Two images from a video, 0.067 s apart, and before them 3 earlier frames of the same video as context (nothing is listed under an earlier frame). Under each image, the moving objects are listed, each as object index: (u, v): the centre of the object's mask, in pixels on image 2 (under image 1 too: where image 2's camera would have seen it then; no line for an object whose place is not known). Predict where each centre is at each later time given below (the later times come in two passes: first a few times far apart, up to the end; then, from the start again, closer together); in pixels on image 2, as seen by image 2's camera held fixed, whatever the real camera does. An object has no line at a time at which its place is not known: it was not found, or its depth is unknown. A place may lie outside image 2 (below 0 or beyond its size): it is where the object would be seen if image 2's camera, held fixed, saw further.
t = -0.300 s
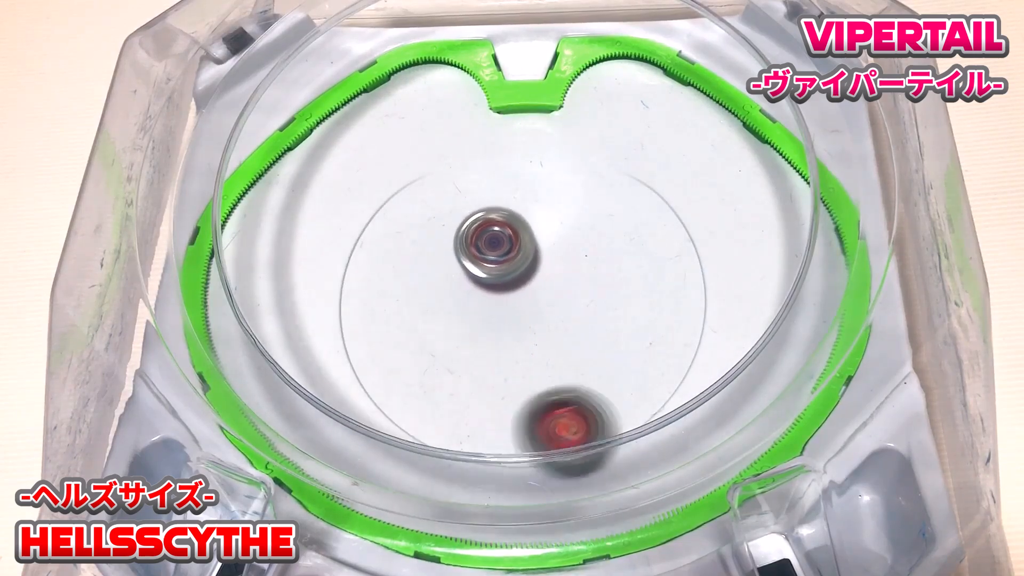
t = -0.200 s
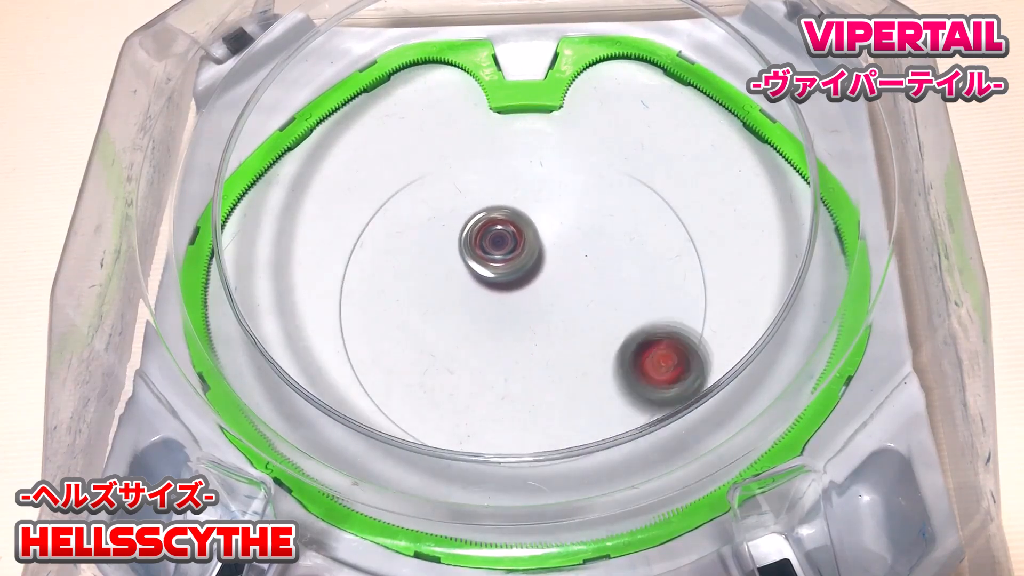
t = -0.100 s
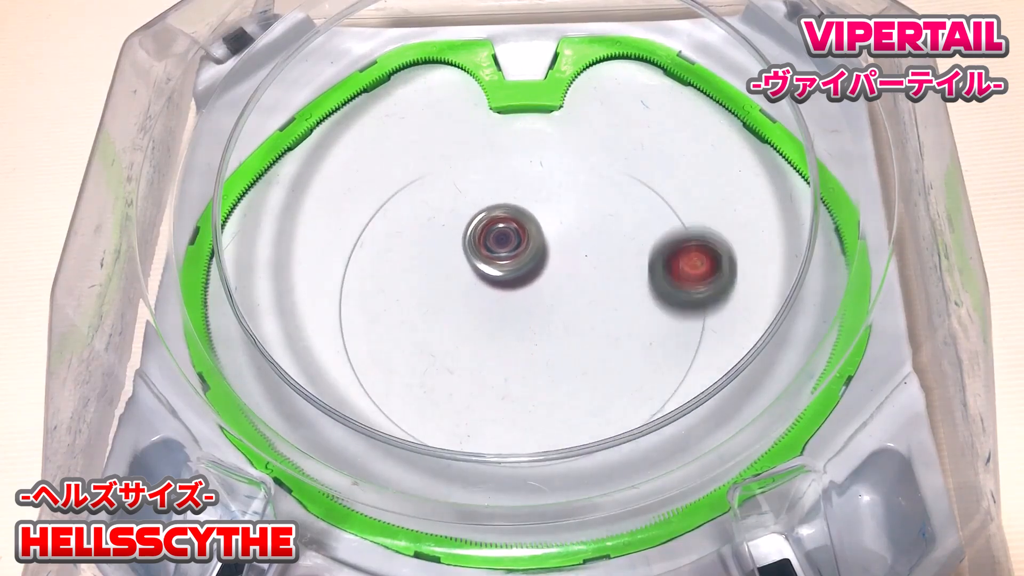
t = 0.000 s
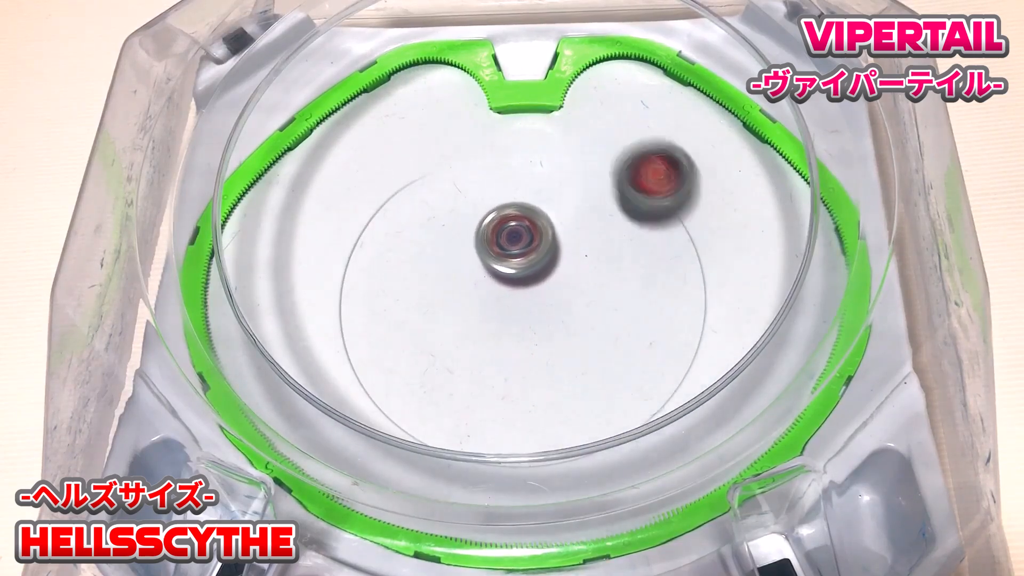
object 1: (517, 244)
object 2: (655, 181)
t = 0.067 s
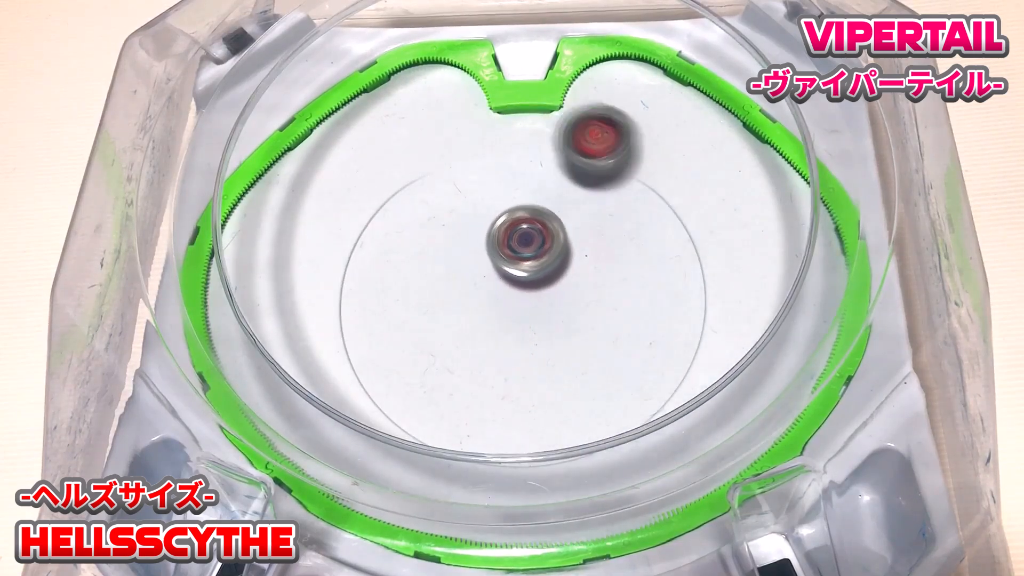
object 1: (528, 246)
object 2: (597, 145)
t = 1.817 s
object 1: (494, 304)
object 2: (286, 353)
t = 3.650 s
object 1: (519, 284)
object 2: (508, 421)
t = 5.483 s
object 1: (516, 288)
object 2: (431, 376)
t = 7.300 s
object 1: (523, 289)
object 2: (576, 199)
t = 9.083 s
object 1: (521, 283)
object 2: (467, 364)
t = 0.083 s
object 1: (530, 247)
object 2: (581, 139)
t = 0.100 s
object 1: (532, 249)
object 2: (565, 134)
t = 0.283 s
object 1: (537, 260)
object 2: (396, 156)
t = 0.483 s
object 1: (548, 266)
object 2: (323, 305)
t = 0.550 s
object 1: (556, 271)
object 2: (341, 362)
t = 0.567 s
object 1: (557, 273)
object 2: (350, 374)
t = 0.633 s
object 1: (559, 277)
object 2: (396, 422)
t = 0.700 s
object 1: (559, 282)
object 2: (464, 453)
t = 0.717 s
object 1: (558, 284)
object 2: (483, 454)
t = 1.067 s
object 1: (544, 310)
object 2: (729, 259)
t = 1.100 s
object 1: (542, 313)
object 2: (722, 231)
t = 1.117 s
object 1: (540, 315)
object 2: (717, 218)
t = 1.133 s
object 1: (539, 316)
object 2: (711, 206)
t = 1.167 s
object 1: (536, 319)
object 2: (695, 182)
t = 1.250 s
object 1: (527, 323)
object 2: (643, 134)
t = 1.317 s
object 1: (521, 323)
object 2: (593, 107)
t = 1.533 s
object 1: (510, 317)
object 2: (392, 137)
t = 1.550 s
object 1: (509, 317)
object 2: (381, 145)
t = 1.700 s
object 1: (503, 311)
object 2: (297, 251)
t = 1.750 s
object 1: (499, 308)
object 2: (285, 293)
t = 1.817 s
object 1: (494, 304)
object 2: (286, 353)
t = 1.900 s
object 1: (490, 299)
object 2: (314, 425)
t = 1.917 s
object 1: (489, 298)
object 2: (330, 434)
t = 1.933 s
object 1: (488, 297)
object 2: (334, 455)
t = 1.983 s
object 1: (487, 294)
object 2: (378, 483)
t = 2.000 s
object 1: (486, 293)
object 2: (394, 492)
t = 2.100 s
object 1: (486, 287)
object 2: (507, 516)
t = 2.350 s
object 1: (496, 276)
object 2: (736, 379)
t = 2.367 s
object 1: (499, 274)
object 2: (748, 317)
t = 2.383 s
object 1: (502, 272)
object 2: (742, 259)
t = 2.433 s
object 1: (515, 269)
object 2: (636, 126)
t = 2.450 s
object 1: (519, 269)
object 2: (585, 99)
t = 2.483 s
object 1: (526, 270)
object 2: (479, 158)
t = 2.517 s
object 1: (530, 275)
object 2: (386, 247)
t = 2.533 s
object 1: (529, 276)
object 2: (373, 304)
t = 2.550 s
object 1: (532, 276)
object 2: (391, 362)
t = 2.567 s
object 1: (536, 279)
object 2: (437, 407)
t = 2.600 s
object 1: (536, 288)
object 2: (574, 417)
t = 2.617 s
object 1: (535, 290)
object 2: (636, 389)
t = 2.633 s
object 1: (534, 293)
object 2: (673, 339)
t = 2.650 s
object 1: (532, 295)
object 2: (681, 281)
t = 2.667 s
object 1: (530, 295)
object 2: (662, 226)
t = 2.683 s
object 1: (528, 293)
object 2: (622, 183)
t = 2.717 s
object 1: (528, 296)
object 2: (503, 151)
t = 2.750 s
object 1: (522, 297)
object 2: (389, 197)
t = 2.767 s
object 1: (521, 298)
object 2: (354, 244)
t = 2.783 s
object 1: (518, 300)
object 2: (347, 302)
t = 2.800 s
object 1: (512, 302)
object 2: (366, 360)
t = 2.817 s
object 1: (505, 302)
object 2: (411, 405)
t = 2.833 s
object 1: (501, 298)
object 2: (474, 432)
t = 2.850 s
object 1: (501, 295)
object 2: (548, 433)
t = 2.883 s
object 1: (502, 291)
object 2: (659, 358)
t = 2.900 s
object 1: (503, 287)
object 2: (680, 301)
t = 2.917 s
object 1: (506, 283)
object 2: (675, 244)
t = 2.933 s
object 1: (509, 281)
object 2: (648, 196)
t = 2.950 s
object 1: (510, 281)
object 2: (603, 159)
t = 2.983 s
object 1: (512, 278)
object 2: (488, 139)
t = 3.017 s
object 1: (518, 278)
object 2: (384, 196)
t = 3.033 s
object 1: (518, 278)
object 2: (354, 247)
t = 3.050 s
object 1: (519, 276)
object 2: (348, 304)
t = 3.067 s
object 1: (522, 274)
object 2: (367, 361)
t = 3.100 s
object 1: (530, 276)
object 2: (472, 434)
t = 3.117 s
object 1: (531, 280)
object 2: (545, 436)
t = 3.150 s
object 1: (530, 284)
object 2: (662, 371)
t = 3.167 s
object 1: (531, 286)
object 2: (690, 317)
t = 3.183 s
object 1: (532, 290)
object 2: (691, 260)
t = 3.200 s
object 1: (530, 293)
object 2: (668, 210)
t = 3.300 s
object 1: (522, 295)
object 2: (368, 226)
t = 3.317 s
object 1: (518, 295)
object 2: (348, 278)
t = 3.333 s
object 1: (516, 294)
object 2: (356, 334)
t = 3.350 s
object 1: (515, 293)
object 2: (389, 388)
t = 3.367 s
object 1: (516, 293)
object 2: (441, 423)
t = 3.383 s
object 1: (517, 294)
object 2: (508, 437)
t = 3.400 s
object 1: (514, 296)
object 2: (577, 426)
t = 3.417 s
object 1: (511, 296)
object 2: (632, 390)
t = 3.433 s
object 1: (508, 295)
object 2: (668, 342)
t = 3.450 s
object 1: (507, 292)
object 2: (677, 288)
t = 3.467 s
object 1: (509, 289)
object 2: (663, 234)
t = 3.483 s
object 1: (511, 288)
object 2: (628, 191)
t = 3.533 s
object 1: (508, 288)
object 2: (466, 161)
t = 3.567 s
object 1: (509, 282)
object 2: (378, 228)
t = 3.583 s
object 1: (511, 279)
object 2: (360, 278)
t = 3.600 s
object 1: (514, 279)
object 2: (364, 333)
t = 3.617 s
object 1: (517, 280)
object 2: (394, 381)
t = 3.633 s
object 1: (519, 282)
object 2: (445, 413)
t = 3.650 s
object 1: (519, 284)
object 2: (508, 421)
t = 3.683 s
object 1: (521, 283)
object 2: (625, 382)
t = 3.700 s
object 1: (524, 282)
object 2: (657, 335)
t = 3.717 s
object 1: (527, 281)
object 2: (666, 283)
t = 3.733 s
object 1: (529, 283)
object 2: (652, 233)
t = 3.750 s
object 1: (530, 286)
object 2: (618, 194)
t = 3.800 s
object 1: (523, 293)
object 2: (466, 174)
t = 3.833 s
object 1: (523, 292)
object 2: (390, 243)
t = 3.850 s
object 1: (524, 291)
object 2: (378, 292)
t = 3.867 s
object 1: (527, 292)
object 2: (390, 343)
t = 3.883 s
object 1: (528, 294)
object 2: (424, 385)
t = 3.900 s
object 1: (527, 296)
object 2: (475, 410)
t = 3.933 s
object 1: (521, 296)
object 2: (593, 398)
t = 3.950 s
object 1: (518, 295)
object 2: (637, 361)
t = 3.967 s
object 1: (515, 292)
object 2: (658, 313)
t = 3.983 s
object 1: (513, 289)
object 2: (657, 263)
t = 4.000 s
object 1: (513, 286)
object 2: (634, 219)
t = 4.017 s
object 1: (515, 286)
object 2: (594, 187)
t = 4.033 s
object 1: (516, 287)
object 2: (546, 171)
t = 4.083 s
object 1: (514, 286)
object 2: (406, 219)
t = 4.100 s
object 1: (514, 286)
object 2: (382, 262)
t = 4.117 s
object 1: (513, 286)
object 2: (377, 311)
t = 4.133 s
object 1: (514, 285)
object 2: (396, 359)
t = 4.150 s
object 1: (515, 284)
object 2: (436, 396)
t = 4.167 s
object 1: (518, 284)
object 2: (492, 413)
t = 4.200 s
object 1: (522, 285)
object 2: (604, 386)
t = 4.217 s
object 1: (524, 285)
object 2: (641, 346)
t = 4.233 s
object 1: (526, 286)
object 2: (656, 297)
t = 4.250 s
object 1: (527, 286)
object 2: (649, 249)
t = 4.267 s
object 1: (527, 288)
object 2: (622, 208)
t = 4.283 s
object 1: (526, 289)
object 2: (582, 181)
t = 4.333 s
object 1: (522, 293)
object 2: (437, 192)
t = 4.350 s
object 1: (520, 293)
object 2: (401, 225)
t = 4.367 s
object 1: (520, 293)
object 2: (382, 270)
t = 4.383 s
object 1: (520, 293)
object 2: (383, 319)
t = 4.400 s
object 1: (521, 292)
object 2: (407, 365)
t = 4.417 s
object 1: (521, 293)
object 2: (450, 397)
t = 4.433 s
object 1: (521, 293)
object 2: (505, 411)
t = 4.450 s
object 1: (521, 293)
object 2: (564, 405)
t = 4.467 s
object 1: (521, 292)
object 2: (613, 380)
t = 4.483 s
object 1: (520, 292)
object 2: (647, 339)
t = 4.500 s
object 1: (519, 292)
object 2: (659, 291)
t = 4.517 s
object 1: (517, 291)
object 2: (649, 245)
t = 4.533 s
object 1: (514, 290)
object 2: (619, 207)
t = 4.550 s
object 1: (512, 289)
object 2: (578, 182)
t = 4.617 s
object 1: (512, 283)
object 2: (402, 234)
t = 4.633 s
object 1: (513, 282)
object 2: (384, 278)
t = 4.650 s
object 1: (514, 281)
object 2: (386, 325)
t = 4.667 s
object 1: (516, 281)
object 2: (410, 369)
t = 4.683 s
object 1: (518, 282)
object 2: (452, 400)
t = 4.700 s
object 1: (520, 283)
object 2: (507, 412)
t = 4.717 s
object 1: (522, 284)
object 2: (563, 404)
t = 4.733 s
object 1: (523, 285)
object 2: (611, 377)
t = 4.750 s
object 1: (524, 285)
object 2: (641, 337)
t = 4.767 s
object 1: (524, 285)
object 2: (652, 291)
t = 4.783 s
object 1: (524, 285)
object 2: (642, 245)
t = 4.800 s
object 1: (524, 286)
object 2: (614, 208)
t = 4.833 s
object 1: (523, 287)
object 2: (529, 172)
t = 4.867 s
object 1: (522, 288)
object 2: (437, 196)
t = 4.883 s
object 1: (521, 288)
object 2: (404, 228)
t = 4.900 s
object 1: (520, 288)
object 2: (385, 270)
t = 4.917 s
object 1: (520, 288)
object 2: (386, 316)
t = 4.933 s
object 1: (518, 288)
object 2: (409, 359)
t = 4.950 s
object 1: (517, 288)
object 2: (449, 390)
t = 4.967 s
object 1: (515, 289)
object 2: (503, 405)
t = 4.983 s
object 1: (513, 289)
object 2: (558, 400)
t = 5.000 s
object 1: (512, 289)
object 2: (606, 376)
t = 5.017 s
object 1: (511, 289)
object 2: (639, 338)
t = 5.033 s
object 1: (510, 290)
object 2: (653, 293)
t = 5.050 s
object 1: (510, 290)
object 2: (645, 249)
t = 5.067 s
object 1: (510, 290)
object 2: (620, 211)
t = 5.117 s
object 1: (512, 290)
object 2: (490, 178)
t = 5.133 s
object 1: (513, 289)
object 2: (446, 197)
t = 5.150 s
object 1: (514, 289)
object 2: (412, 228)
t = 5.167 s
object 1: (515, 288)
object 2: (392, 269)
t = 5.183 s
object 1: (515, 287)
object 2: (390, 314)
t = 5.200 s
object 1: (516, 287)
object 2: (408, 357)
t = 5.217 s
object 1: (517, 287)
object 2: (445, 389)
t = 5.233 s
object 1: (518, 287)
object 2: (495, 407)
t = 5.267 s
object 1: (521, 287)
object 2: (598, 384)
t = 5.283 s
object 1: (522, 287)
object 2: (632, 348)
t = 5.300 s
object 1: (523, 287)
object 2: (647, 304)
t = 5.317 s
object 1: (523, 287)
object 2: (644, 260)
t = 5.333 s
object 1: (522, 286)
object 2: (622, 221)
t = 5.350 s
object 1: (523, 284)
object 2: (587, 194)
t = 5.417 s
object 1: (521, 286)
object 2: (417, 218)
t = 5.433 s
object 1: (520, 287)
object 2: (393, 255)
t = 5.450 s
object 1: (519, 287)
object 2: (386, 298)
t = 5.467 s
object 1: (518, 288)
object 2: (399, 341)
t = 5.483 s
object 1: (516, 288)
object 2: (431, 376)
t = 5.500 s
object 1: (515, 288)
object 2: (477, 398)
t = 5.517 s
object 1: (514, 289)
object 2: (530, 402)
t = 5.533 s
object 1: (513, 289)
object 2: (581, 387)
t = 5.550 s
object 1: (512, 289)
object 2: (620, 357)
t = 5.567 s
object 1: (512, 289)
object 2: (643, 316)
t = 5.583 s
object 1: (512, 289)
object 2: (647, 273)
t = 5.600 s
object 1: (512, 289)
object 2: (634, 233)
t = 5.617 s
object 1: (512, 289)
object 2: (604, 201)
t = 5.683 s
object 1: (515, 288)
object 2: (435, 206)
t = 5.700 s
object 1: (516, 288)
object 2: (407, 240)
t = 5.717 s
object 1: (517, 288)
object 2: (393, 281)
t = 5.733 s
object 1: (519, 288)
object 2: (397, 324)
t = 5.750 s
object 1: (521, 288)
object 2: (420, 364)
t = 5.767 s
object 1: (522, 288)
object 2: (458, 392)
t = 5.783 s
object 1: (523, 288)
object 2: (508, 404)
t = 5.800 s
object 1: (524, 288)
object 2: (559, 398)
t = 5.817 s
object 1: (524, 287)
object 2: (604, 375)
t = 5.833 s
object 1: (524, 287)
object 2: (634, 339)
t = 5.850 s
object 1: (525, 287)
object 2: (646, 297)
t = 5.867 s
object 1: (524, 287)
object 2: (639, 256)
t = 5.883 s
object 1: (524, 287)
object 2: (618, 220)
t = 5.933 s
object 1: (522, 287)
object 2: (496, 182)
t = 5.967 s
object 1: (519, 287)
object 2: (418, 222)
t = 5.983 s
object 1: (518, 287)
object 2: (396, 258)
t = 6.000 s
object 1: (516, 287)
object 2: (389, 298)
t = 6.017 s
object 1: (514, 287)
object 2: (402, 340)
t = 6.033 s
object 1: (513, 287)
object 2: (432, 374)
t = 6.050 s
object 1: (512, 288)
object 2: (476, 395)
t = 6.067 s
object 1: (511, 288)
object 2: (527, 399)
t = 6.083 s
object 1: (511, 288)
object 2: (576, 385)
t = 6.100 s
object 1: (511, 288)
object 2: (614, 357)
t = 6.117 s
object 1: (511, 288)
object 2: (637, 318)
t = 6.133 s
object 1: (511, 289)
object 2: (643, 277)
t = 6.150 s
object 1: (511, 289)
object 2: (632, 238)
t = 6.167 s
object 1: (512, 289)
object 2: (606, 206)
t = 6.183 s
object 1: (513, 289)
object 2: (569, 185)
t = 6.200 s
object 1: (514, 289)
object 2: (526, 178)
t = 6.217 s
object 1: (515, 289)
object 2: (482, 183)
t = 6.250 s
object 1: (517, 289)
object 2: (413, 233)
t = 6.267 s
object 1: (518, 289)
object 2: (397, 272)
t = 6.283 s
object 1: (519, 290)
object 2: (397, 314)
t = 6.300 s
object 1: (520, 290)
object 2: (415, 353)
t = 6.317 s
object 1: (520, 290)
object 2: (448, 383)
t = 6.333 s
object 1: (521, 291)
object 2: (494, 399)
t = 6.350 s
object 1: (521, 291)
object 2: (544, 399)
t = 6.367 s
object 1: (521, 292)
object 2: (589, 382)
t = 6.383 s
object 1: (521, 292)
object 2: (624, 351)
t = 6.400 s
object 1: (521, 292)
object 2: (641, 312)
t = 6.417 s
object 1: (521, 293)
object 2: (642, 271)
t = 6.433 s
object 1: (521, 292)
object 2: (626, 234)
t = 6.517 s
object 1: (519, 291)
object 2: (435, 210)
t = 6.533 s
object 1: (519, 291)
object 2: (407, 241)
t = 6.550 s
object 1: (518, 290)
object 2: (393, 279)
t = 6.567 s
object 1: (517, 289)
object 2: (395, 319)
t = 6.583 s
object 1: (517, 288)
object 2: (416, 356)
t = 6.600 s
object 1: (516, 287)
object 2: (451, 383)
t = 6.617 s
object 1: (516, 287)
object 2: (498, 397)
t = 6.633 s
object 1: (516, 286)
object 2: (547, 393)
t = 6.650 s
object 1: (516, 286)
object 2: (591, 373)
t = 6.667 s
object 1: (516, 286)
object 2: (622, 341)
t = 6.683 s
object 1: (516, 286)
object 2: (638, 303)
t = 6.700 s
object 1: (516, 286)
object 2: (638, 264)
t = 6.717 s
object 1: (517, 286)
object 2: (622, 228)
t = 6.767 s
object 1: (521, 287)
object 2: (513, 181)
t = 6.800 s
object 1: (524, 287)
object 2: (437, 213)
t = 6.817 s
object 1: (525, 286)
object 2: (412, 245)
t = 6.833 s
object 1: (525, 286)
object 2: (400, 283)
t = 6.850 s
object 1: (525, 285)
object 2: (405, 322)
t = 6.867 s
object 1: (525, 284)
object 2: (426, 358)
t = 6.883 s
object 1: (524, 284)
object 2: (462, 384)
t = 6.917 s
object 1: (521, 284)
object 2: (554, 392)
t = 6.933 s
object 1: (519, 284)
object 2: (596, 372)
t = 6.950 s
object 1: (518, 286)
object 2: (624, 339)
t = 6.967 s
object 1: (517, 286)
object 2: (637, 301)
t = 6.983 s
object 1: (515, 287)
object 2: (633, 263)
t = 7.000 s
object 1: (513, 287)
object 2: (614, 229)
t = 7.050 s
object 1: (511, 289)
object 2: (504, 189)
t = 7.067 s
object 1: (511, 290)
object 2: (465, 200)
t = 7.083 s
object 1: (511, 290)
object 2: (431, 222)
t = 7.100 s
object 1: (511, 290)
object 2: (408, 254)
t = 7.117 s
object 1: (512, 291)
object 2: (399, 290)
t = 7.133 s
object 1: (513, 291)
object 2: (407, 328)
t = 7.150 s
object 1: (514, 291)
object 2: (431, 361)
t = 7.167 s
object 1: (516, 291)
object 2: (468, 383)
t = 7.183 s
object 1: (517, 291)
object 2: (514, 391)
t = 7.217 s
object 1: (519, 291)
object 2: (597, 359)
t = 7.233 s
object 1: (520, 290)
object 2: (623, 327)
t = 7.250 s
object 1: (521, 290)
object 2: (633, 290)
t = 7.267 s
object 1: (522, 290)
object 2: (627, 253)
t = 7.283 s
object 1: (523, 289)
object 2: (607, 221)
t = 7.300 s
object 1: (523, 289)
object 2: (576, 199)
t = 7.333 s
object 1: (524, 288)
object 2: (498, 190)
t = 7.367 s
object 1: (524, 286)
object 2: (430, 230)
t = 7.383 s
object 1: (523, 285)
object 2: (412, 264)
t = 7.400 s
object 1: (523, 284)
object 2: (407, 301)
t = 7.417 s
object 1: (521, 284)
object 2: (418, 337)
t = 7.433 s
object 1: (520, 284)
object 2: (445, 368)
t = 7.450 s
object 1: (518, 284)
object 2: (483, 387)
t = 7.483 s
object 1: (516, 285)
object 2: (571, 380)
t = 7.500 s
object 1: (515, 286)
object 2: (606, 355)
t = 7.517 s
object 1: (514, 286)
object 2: (626, 321)
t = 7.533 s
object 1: (512, 287)
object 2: (631, 283)
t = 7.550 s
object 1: (512, 288)
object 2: (620, 248)
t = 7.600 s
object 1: (513, 291)
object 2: (524, 193)
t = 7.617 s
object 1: (514, 292)
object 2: (485, 197)
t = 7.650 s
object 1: (517, 292)
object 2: (422, 239)
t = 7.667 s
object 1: (519, 292)
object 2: (406, 272)
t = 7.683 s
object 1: (520, 292)
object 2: (406, 309)
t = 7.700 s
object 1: (521, 292)
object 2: (422, 343)
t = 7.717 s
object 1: (521, 291)
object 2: (452, 370)
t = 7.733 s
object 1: (522, 291)
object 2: (493, 384)
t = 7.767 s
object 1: (522, 290)
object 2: (577, 368)
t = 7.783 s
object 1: (522, 290)
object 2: (608, 341)
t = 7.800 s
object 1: (522, 289)
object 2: (625, 307)
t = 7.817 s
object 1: (522, 289)
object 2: (627, 271)
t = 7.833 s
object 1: (522, 288)
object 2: (615, 238)
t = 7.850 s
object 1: (523, 288)
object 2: (590, 213)
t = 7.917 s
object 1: (521, 284)
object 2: (448, 221)
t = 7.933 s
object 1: (520, 284)
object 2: (424, 249)
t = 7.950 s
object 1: (519, 284)
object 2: (413, 283)
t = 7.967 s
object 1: (518, 284)
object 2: (416, 318)
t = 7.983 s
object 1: (518, 284)
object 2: (434, 351)
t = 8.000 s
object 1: (517, 285)
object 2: (466, 374)
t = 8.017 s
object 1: (517, 285)
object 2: (506, 385)
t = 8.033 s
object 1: (517, 286)
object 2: (548, 381)
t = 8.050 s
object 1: (517, 286)
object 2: (585, 363)
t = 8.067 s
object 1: (517, 287)
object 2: (611, 334)
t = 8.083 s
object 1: (517, 287)
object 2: (622, 299)
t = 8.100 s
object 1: (517, 288)
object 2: (618, 264)
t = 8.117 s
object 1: (517, 289)
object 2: (601, 234)
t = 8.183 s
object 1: (517, 291)
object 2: (464, 211)
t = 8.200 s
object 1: (517, 291)
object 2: (435, 233)
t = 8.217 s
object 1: (517, 291)
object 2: (417, 263)
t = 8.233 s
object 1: (517, 292)
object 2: (412, 297)
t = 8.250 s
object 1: (517, 292)
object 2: (423, 330)
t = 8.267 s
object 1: (517, 292)
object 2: (448, 358)
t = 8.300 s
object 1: (517, 292)
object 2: (526, 378)
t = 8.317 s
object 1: (517, 292)
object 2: (566, 367)
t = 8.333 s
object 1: (517, 291)
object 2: (597, 343)
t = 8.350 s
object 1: (517, 291)
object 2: (616, 312)
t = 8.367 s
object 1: (517, 290)
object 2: (621, 278)
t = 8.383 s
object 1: (518, 289)
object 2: (610, 246)
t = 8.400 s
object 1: (518, 289)
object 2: (587, 221)
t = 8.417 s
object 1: (518, 288)
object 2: (555, 205)
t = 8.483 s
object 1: (520, 287)
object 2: (429, 255)
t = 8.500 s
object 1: (521, 287)
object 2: (419, 288)
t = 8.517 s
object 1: (523, 286)
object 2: (424, 321)
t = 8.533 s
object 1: (523, 285)
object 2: (443, 351)
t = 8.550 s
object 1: (523, 284)
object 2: (474, 372)
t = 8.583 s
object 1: (521, 283)
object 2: (552, 373)
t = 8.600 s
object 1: (520, 283)
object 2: (585, 352)
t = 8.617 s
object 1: (520, 284)
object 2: (607, 323)
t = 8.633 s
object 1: (519, 285)
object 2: (614, 290)
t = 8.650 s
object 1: (519, 286)
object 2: (608, 257)
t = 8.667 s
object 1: (519, 287)
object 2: (588, 230)
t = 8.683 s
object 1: (518, 288)
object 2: (559, 212)
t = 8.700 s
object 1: (517, 288)
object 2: (525, 203)
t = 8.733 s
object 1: (516, 289)
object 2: (457, 221)
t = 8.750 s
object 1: (515, 290)
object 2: (433, 246)
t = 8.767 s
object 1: (515, 290)
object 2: (421, 277)
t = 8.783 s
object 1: (514, 291)
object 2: (423, 310)
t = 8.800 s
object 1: (515, 291)
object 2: (439, 340)
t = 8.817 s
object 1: (515, 292)
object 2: (468, 362)
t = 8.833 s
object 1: (516, 292)
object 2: (507, 373)
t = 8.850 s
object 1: (516, 291)
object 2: (547, 369)
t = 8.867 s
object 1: (517, 291)
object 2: (581, 352)
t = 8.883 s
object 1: (517, 291)
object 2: (606, 324)
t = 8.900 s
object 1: (518, 290)
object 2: (616, 292)
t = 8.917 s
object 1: (518, 289)
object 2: (611, 260)
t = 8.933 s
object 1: (519, 288)
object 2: (593, 232)
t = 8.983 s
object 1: (521, 287)
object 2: (495, 209)
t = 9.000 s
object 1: (522, 287)
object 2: (463, 224)
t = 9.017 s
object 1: (522, 286)
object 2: (438, 248)
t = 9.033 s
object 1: (523, 285)
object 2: (424, 278)
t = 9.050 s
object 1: (523, 284)
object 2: (424, 311)
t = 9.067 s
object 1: (522, 283)
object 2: (439, 341)
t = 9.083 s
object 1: (521, 283)
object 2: (467, 364)
